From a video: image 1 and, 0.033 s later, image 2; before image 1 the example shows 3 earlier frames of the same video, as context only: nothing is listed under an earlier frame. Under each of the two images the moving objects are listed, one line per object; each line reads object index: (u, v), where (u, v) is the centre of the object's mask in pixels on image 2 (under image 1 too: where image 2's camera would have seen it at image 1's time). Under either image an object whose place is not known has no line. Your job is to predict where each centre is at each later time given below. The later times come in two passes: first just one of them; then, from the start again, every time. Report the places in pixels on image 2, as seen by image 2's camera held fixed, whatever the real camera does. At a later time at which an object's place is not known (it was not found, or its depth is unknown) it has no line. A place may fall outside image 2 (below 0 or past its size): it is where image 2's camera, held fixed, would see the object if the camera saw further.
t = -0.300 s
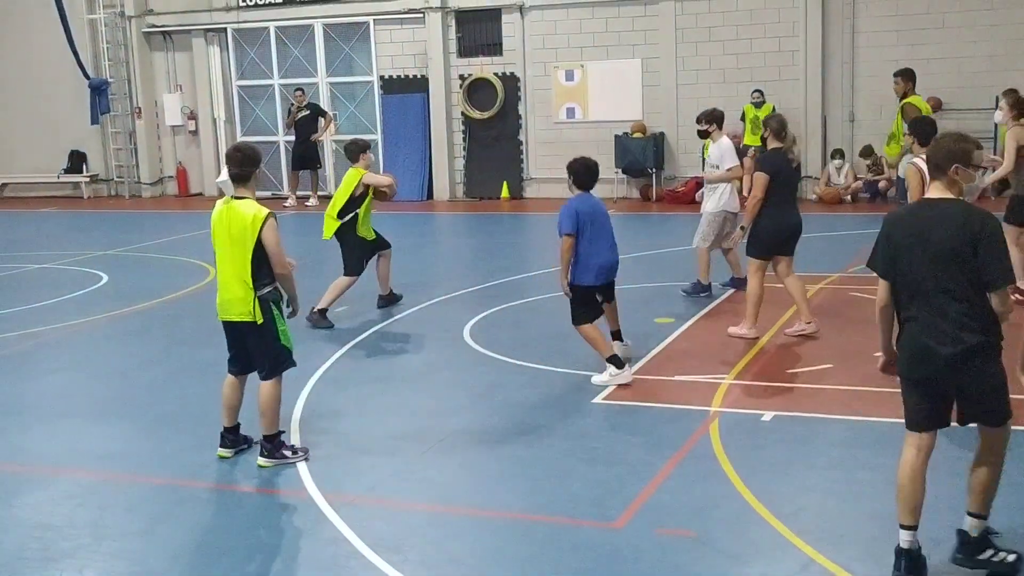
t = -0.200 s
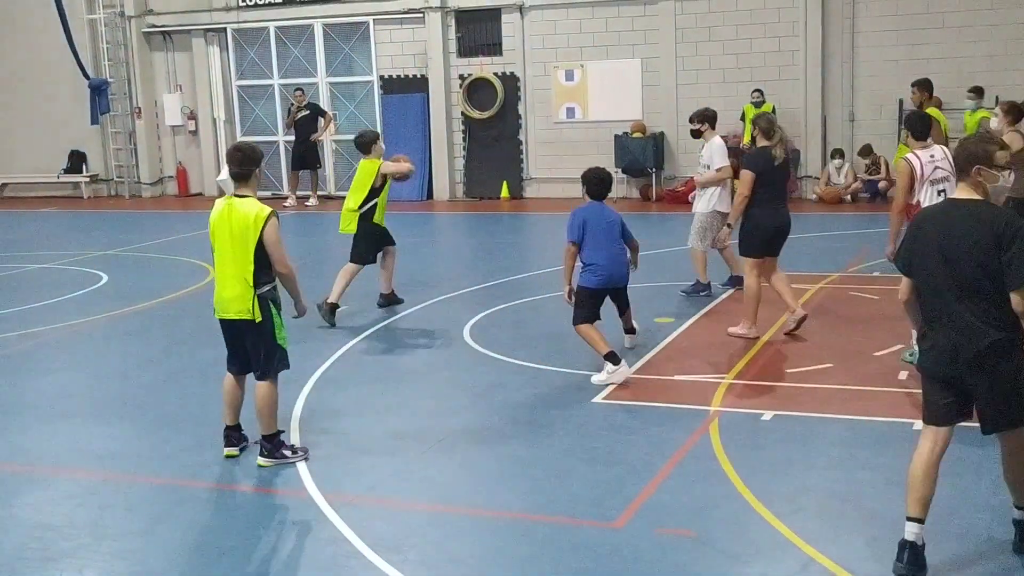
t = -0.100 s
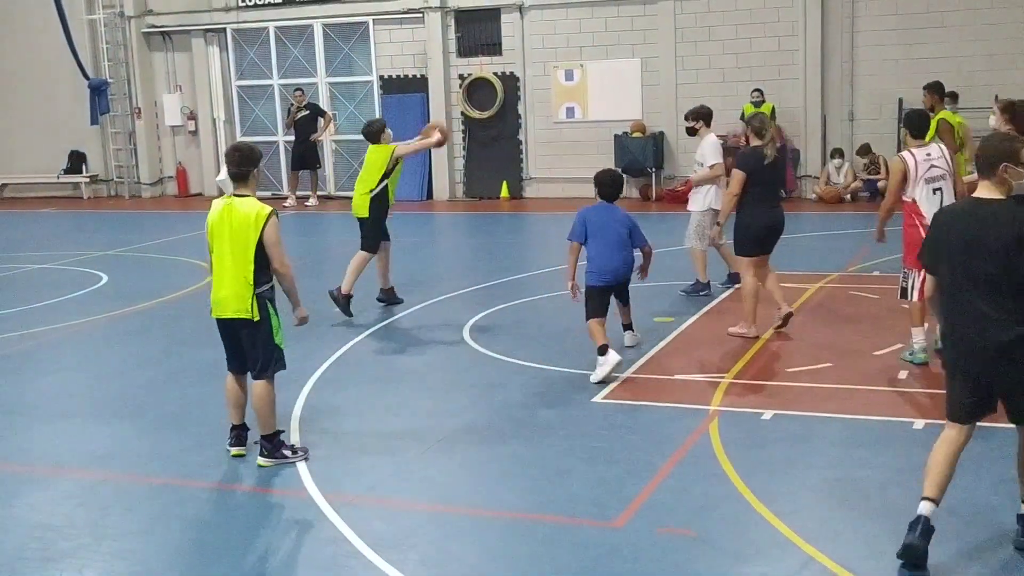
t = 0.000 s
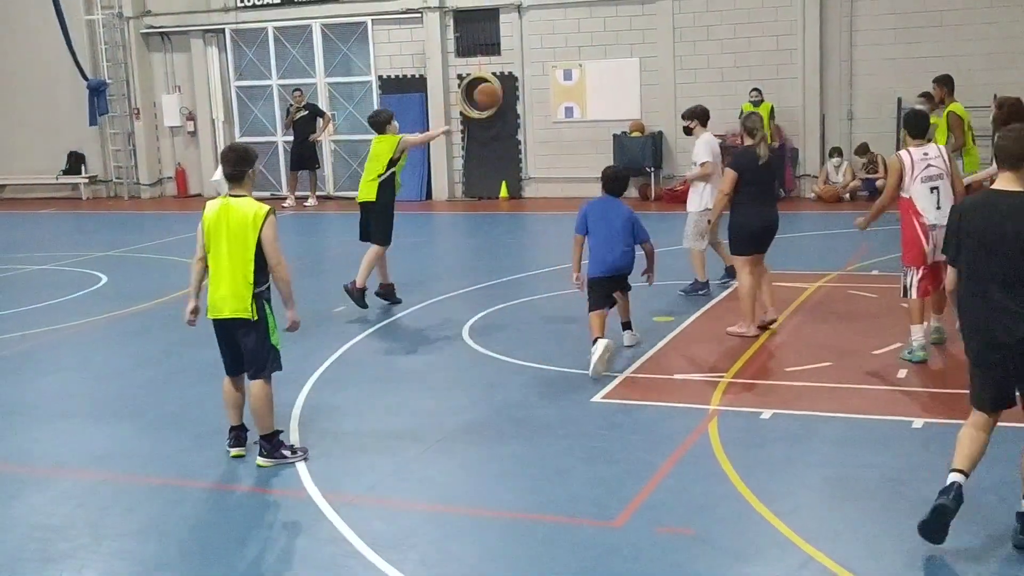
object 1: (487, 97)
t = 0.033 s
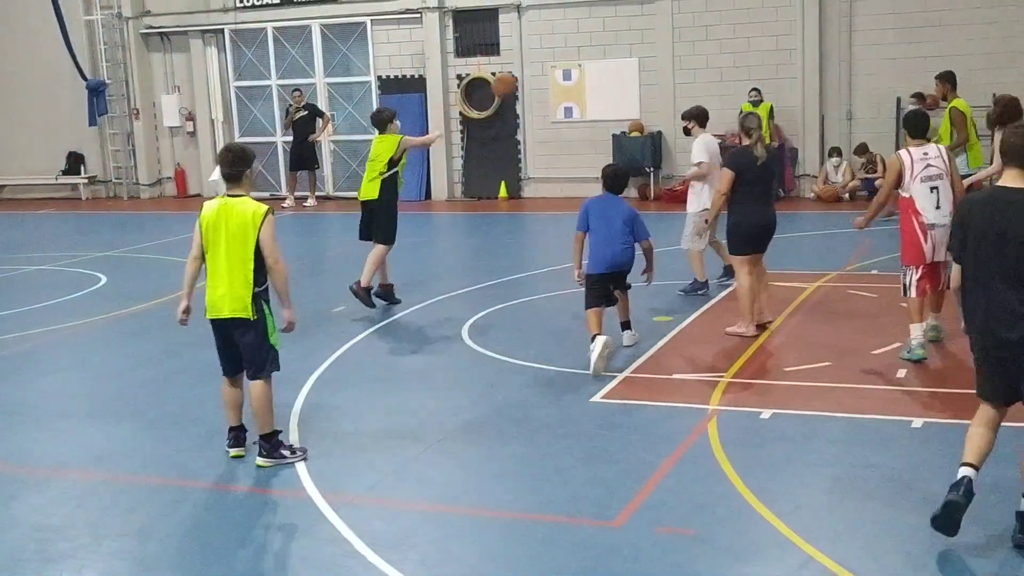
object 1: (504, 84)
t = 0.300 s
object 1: (630, 47)
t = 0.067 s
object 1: (521, 77)
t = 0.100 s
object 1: (537, 69)
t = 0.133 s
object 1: (554, 62)
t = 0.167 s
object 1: (570, 56)
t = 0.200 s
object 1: (585, 52)
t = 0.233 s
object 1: (601, 49)
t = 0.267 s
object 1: (615, 48)
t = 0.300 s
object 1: (630, 47)
